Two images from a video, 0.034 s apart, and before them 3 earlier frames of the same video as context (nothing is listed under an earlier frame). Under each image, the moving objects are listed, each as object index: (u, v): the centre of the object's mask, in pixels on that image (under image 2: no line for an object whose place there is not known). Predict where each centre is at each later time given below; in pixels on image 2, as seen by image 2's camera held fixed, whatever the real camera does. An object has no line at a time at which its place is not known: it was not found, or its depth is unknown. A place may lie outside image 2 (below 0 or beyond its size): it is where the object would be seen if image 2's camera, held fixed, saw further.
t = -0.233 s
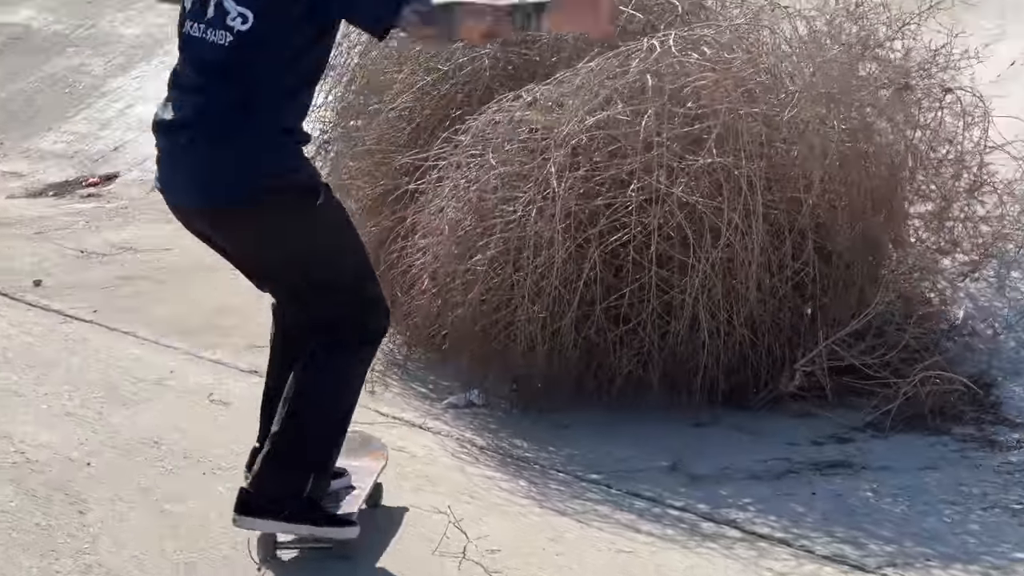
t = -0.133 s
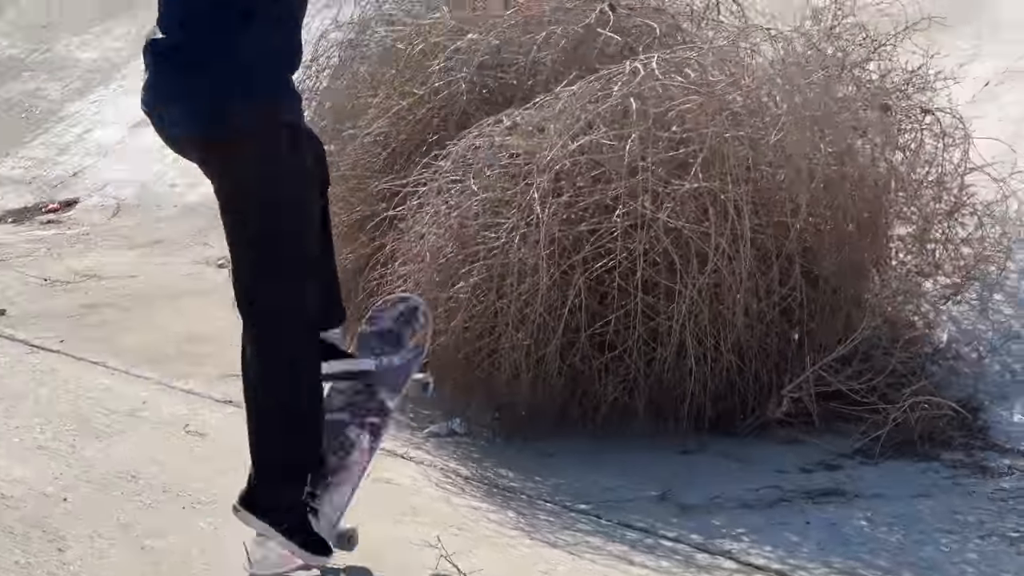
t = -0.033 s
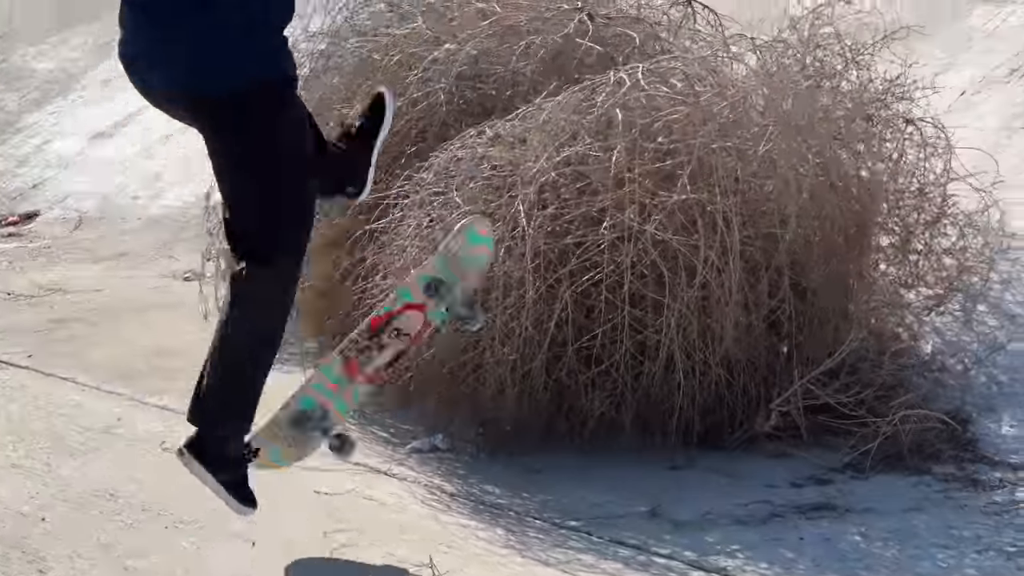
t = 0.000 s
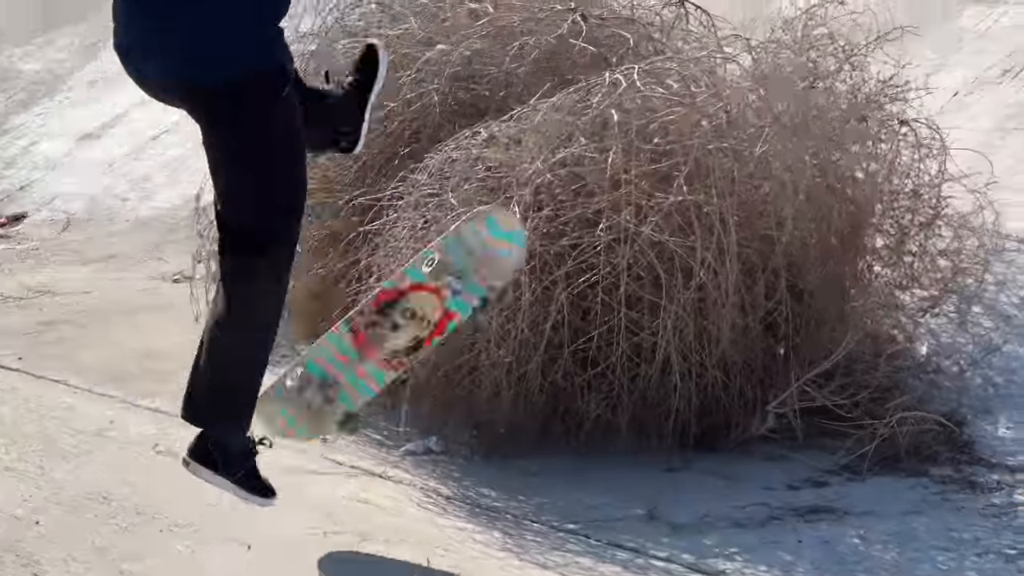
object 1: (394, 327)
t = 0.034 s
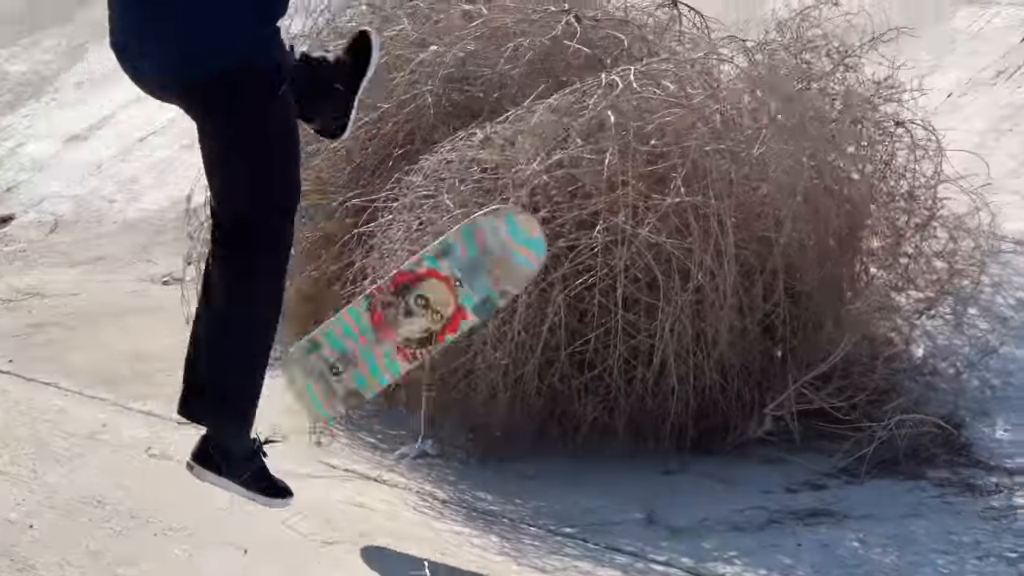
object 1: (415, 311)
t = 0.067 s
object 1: (437, 301)
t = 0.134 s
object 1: (461, 296)
